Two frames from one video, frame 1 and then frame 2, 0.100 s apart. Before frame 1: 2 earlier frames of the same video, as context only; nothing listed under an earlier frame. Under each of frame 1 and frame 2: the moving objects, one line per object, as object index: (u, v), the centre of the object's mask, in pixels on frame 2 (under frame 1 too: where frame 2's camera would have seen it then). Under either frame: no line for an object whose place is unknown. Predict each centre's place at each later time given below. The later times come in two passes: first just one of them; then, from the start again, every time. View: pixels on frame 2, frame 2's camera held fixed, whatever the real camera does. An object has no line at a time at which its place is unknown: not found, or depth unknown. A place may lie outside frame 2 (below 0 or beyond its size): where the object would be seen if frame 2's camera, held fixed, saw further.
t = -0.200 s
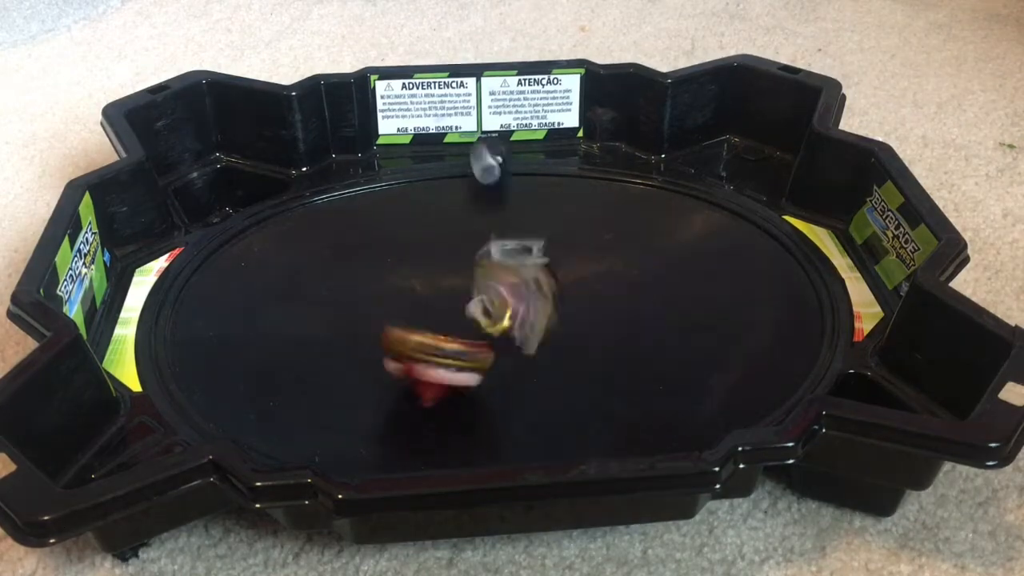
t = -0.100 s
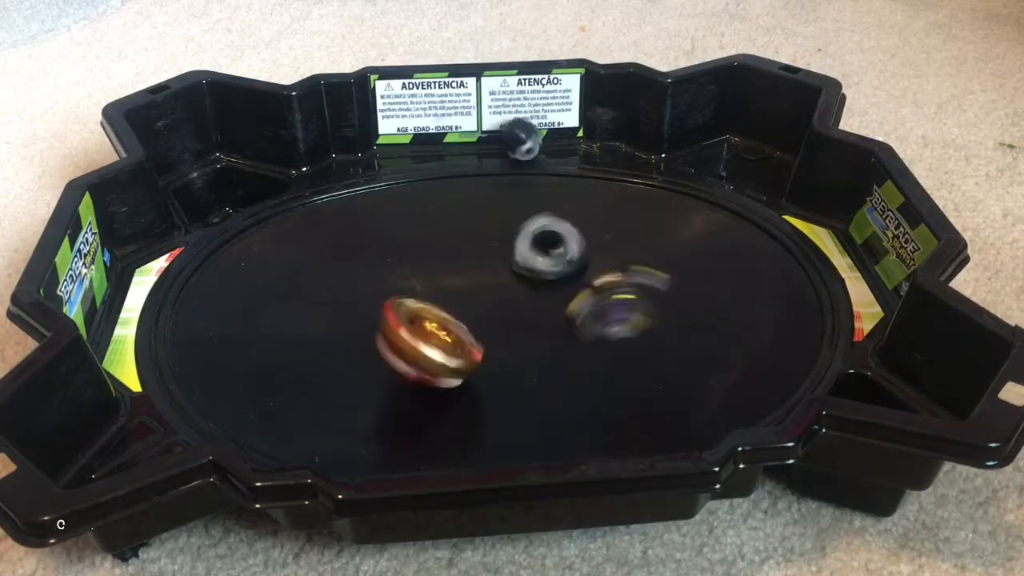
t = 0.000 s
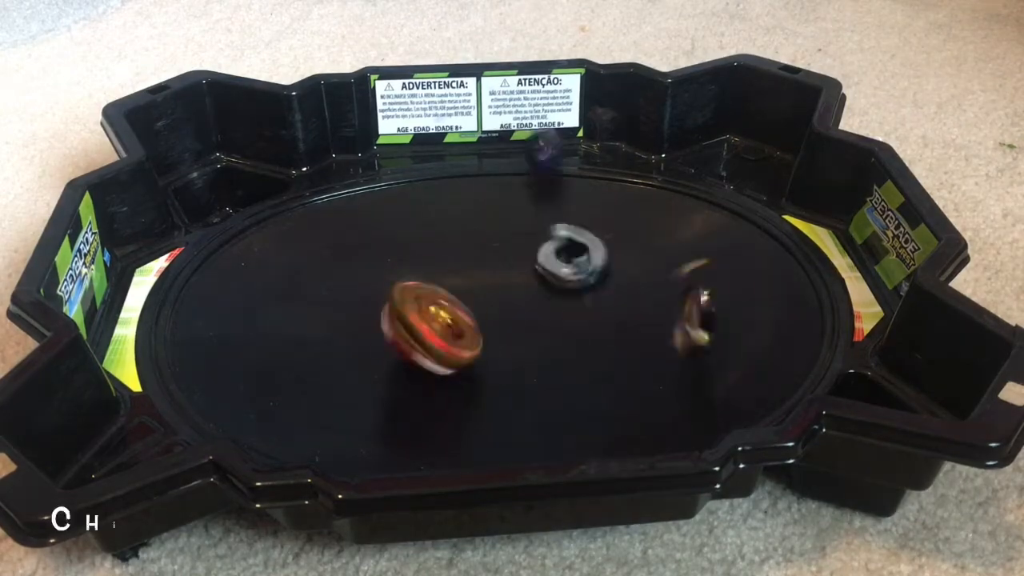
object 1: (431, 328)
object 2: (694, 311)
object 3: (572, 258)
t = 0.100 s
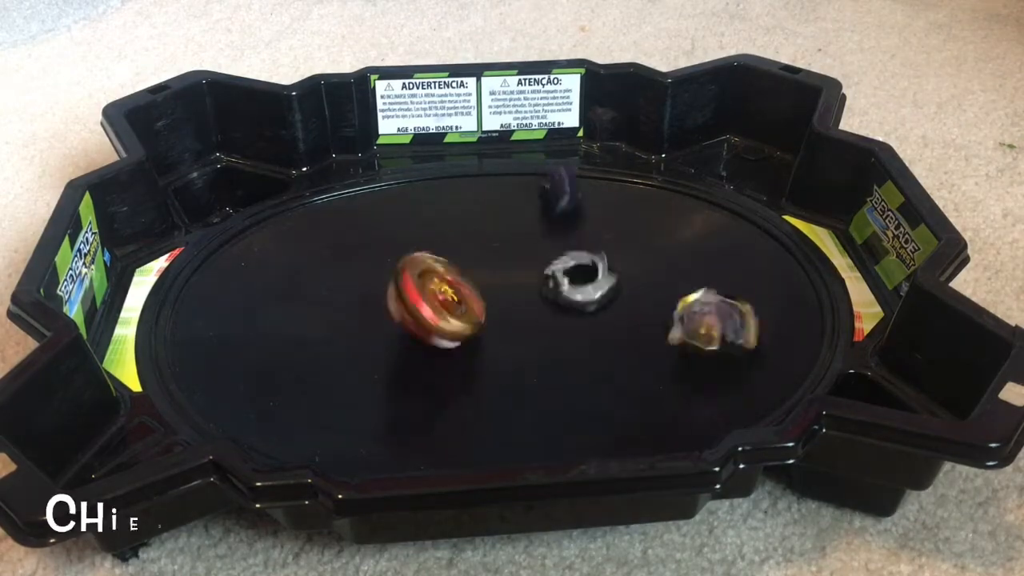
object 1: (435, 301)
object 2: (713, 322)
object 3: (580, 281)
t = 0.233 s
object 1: (442, 273)
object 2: (685, 317)
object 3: (573, 299)
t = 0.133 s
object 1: (439, 294)
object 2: (707, 324)
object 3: (578, 287)
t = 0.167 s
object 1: (440, 287)
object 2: (702, 317)
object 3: (578, 291)
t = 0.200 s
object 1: (441, 279)
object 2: (693, 320)
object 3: (575, 294)
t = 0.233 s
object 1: (442, 273)
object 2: (685, 317)
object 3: (573, 299)
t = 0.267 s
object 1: (444, 268)
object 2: (676, 318)
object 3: (571, 303)
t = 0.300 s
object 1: (446, 265)
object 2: (667, 318)
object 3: (569, 305)
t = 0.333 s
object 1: (447, 262)
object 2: (659, 319)
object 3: (568, 306)
